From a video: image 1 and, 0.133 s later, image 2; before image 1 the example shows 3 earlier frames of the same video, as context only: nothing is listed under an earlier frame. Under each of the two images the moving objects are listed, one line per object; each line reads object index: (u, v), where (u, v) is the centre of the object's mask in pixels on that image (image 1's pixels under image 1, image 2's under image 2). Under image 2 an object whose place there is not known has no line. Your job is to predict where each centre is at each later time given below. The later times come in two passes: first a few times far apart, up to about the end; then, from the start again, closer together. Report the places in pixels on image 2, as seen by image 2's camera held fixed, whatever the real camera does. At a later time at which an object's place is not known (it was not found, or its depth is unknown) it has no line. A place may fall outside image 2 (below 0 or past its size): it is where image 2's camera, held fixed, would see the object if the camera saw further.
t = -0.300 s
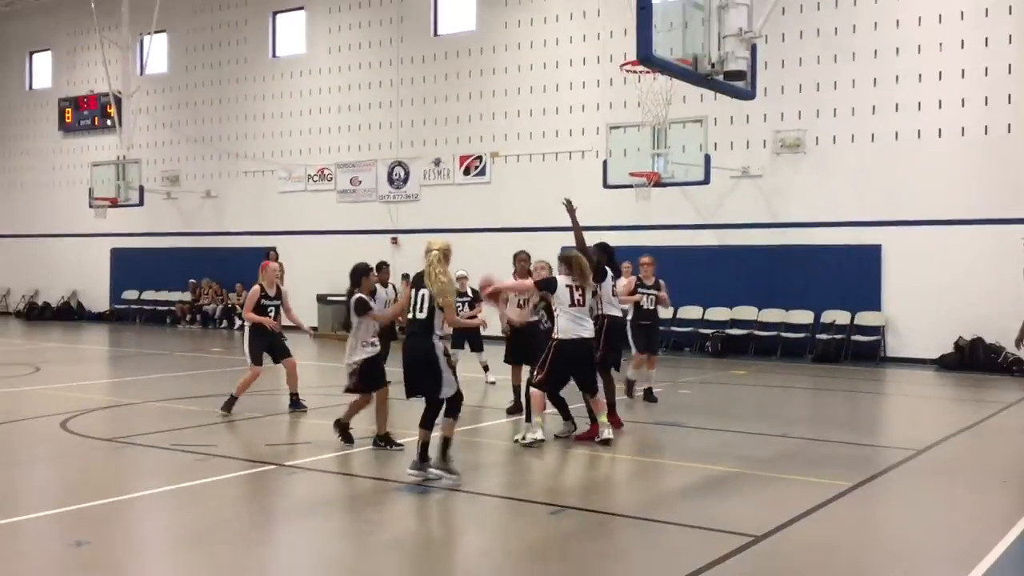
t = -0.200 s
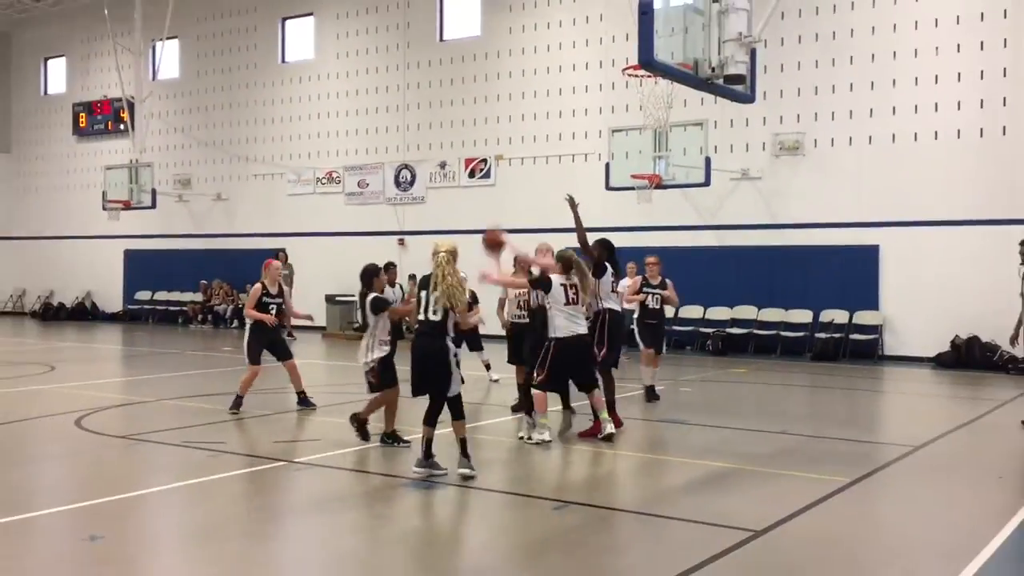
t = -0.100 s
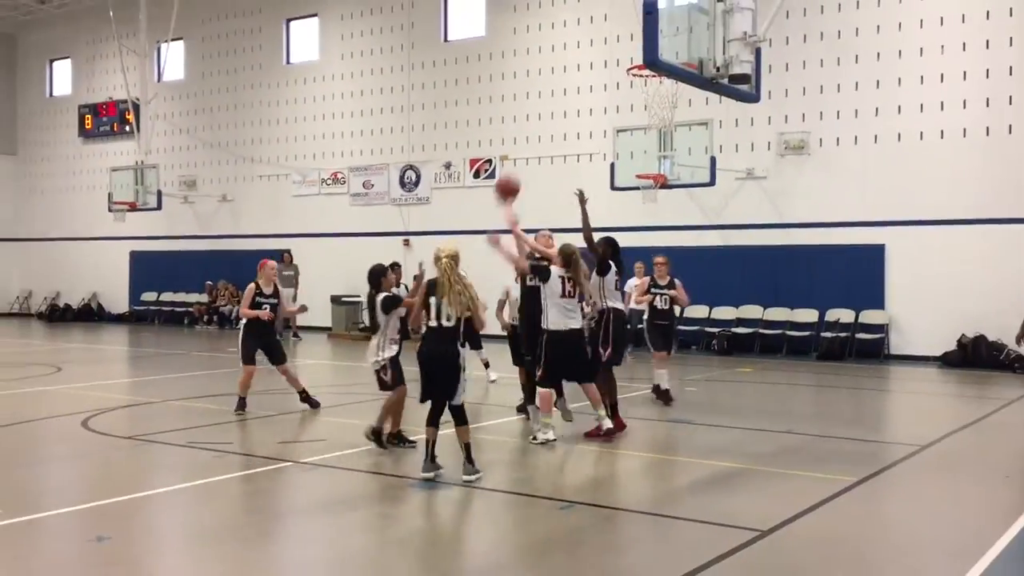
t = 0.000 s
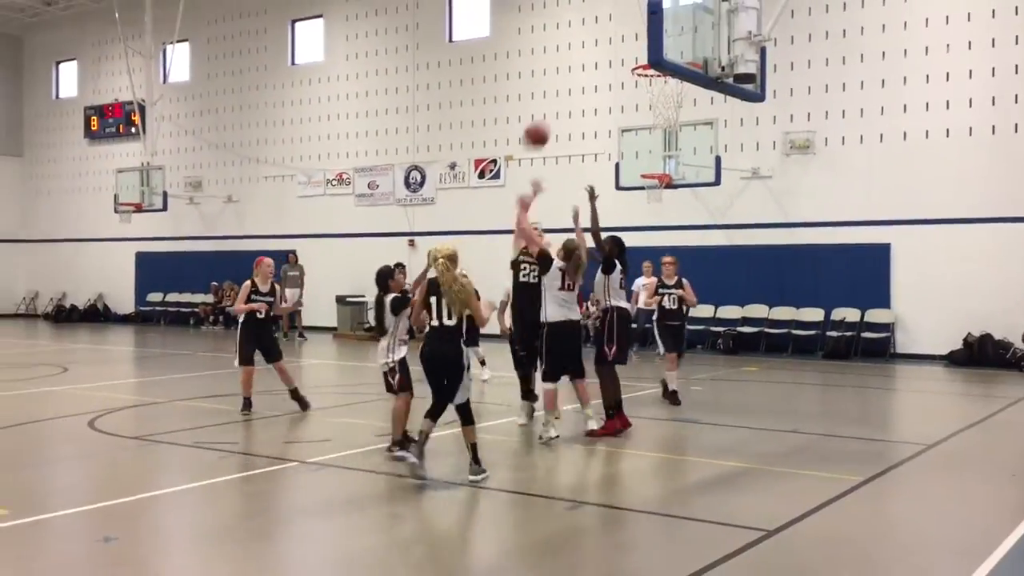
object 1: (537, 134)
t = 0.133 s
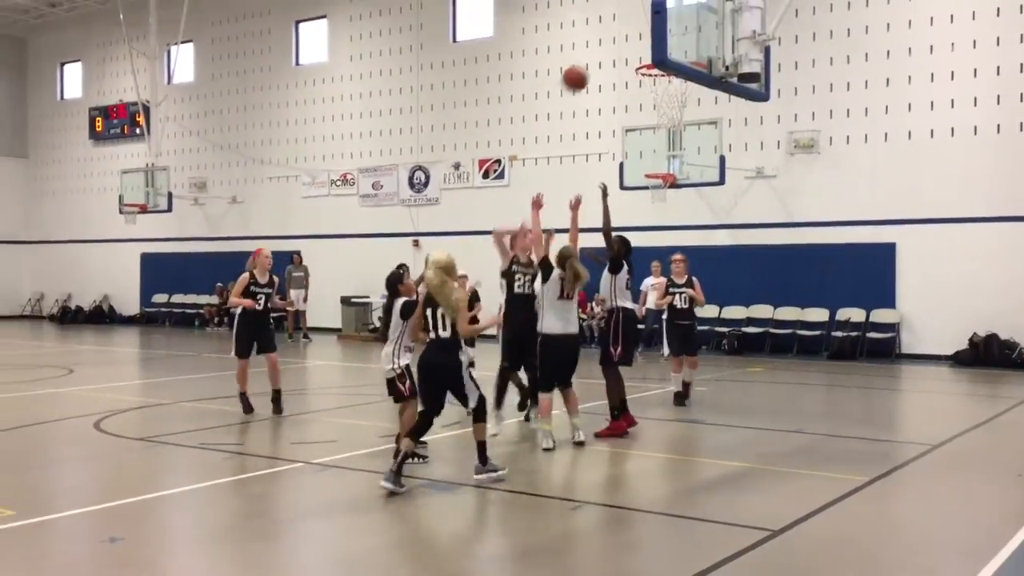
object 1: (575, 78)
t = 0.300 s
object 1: (621, 32)
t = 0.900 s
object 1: (637, 43)
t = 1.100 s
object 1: (588, 73)
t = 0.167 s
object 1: (584, 66)
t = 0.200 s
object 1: (593, 57)
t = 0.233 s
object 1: (602, 47)
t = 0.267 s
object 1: (611, 39)
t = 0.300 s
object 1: (621, 32)
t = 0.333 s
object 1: (630, 26)
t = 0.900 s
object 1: (637, 43)
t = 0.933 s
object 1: (629, 44)
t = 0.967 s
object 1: (620, 48)
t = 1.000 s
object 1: (613, 52)
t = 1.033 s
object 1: (604, 58)
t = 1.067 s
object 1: (596, 65)
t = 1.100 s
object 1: (588, 73)
